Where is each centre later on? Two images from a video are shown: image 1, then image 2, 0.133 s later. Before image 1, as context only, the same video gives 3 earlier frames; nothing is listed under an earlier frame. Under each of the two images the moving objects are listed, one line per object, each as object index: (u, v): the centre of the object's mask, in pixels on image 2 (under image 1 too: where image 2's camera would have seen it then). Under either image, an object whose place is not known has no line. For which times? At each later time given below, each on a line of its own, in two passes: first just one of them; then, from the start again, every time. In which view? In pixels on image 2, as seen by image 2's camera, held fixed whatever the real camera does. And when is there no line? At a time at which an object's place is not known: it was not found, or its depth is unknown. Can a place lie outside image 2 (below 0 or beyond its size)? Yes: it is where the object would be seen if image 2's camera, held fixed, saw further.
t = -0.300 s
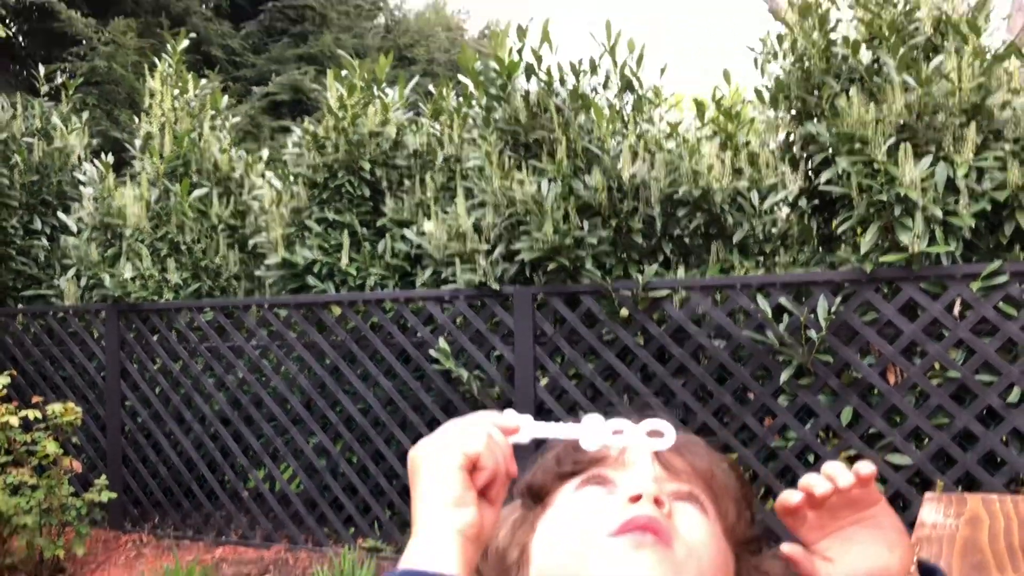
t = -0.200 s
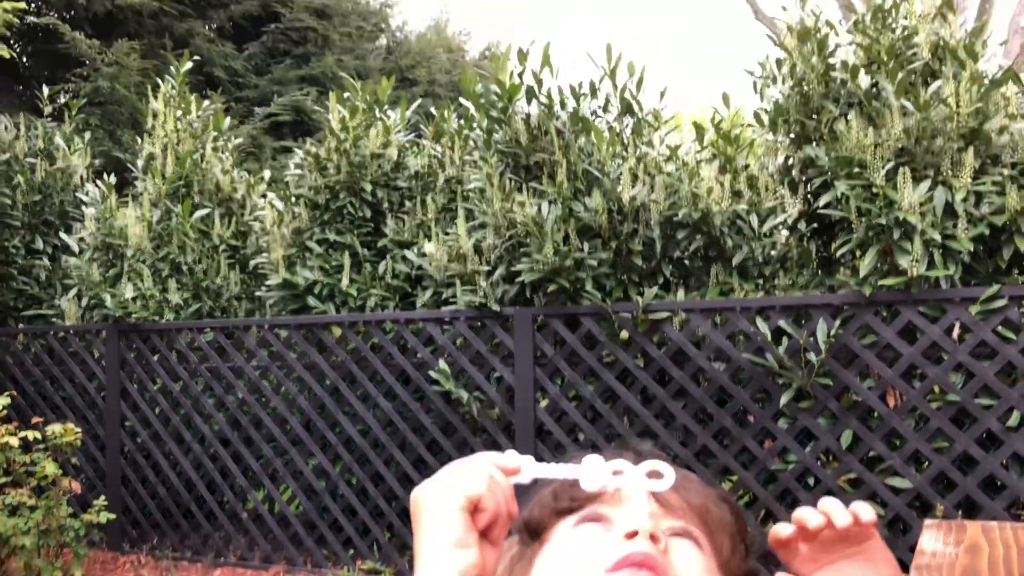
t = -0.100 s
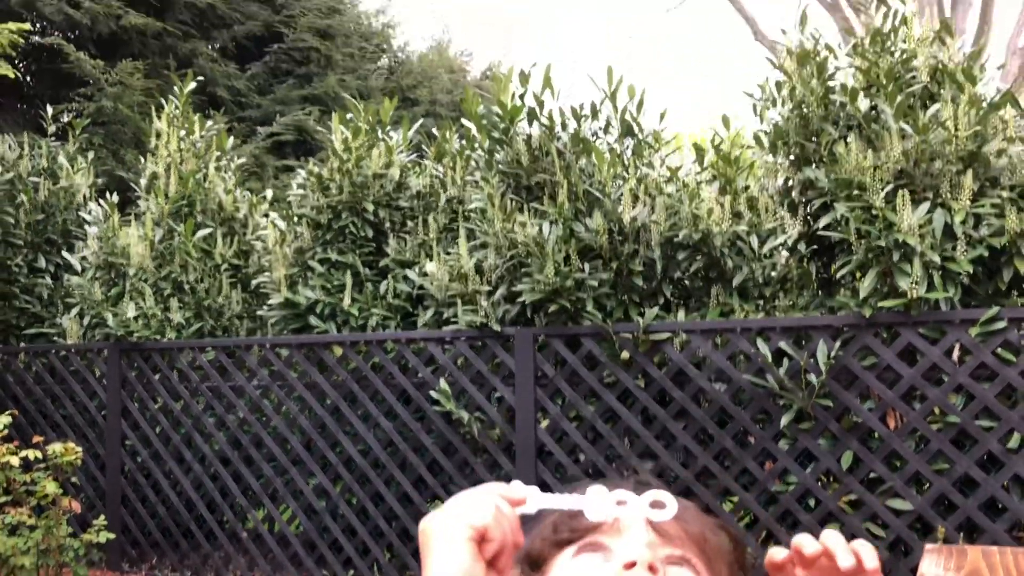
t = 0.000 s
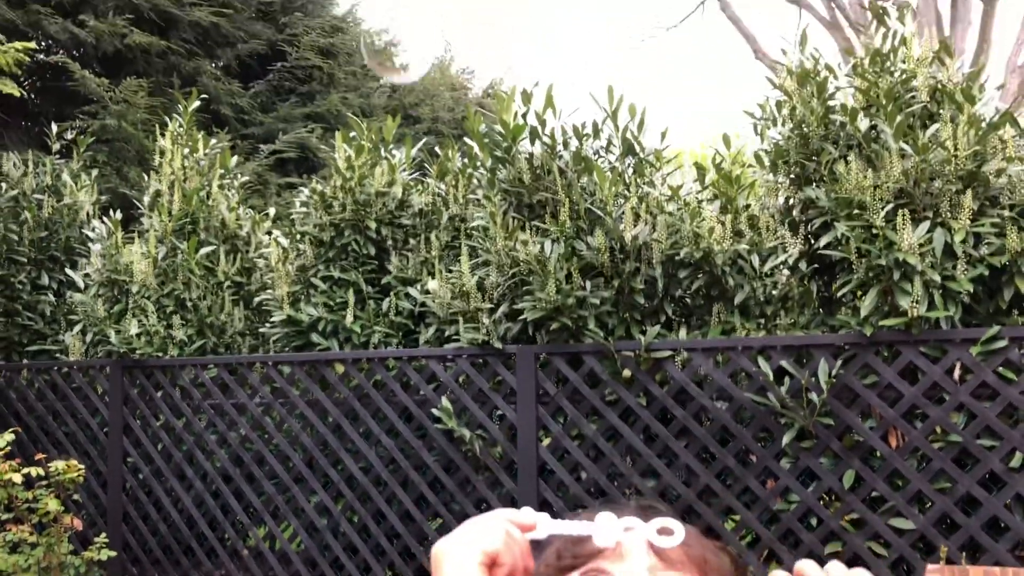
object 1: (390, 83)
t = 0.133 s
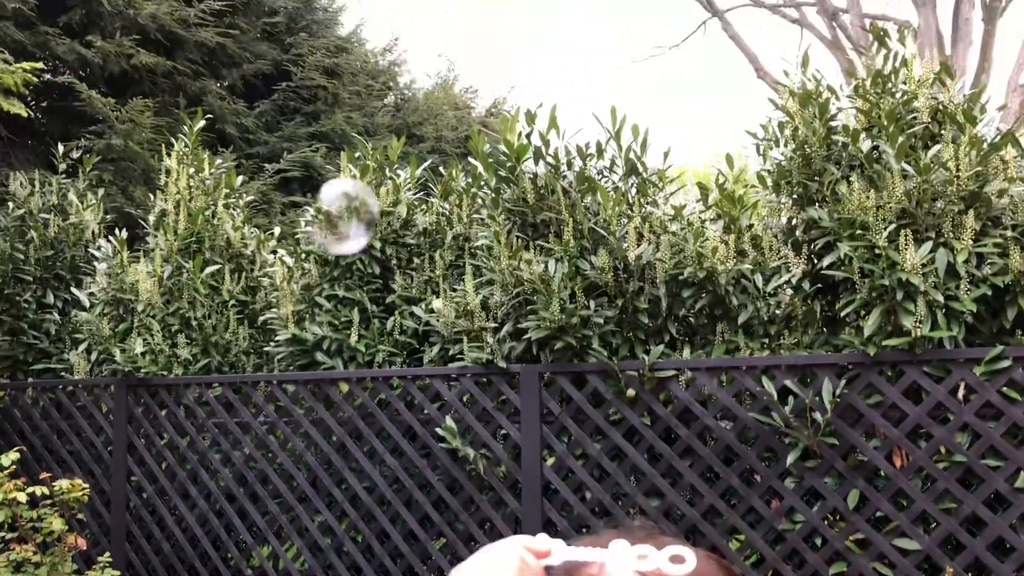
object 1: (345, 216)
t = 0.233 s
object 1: (313, 331)
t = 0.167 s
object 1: (329, 259)
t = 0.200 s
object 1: (318, 296)
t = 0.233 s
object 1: (313, 331)
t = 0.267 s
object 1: (311, 363)
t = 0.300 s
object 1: (312, 396)
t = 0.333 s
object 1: (312, 423)
